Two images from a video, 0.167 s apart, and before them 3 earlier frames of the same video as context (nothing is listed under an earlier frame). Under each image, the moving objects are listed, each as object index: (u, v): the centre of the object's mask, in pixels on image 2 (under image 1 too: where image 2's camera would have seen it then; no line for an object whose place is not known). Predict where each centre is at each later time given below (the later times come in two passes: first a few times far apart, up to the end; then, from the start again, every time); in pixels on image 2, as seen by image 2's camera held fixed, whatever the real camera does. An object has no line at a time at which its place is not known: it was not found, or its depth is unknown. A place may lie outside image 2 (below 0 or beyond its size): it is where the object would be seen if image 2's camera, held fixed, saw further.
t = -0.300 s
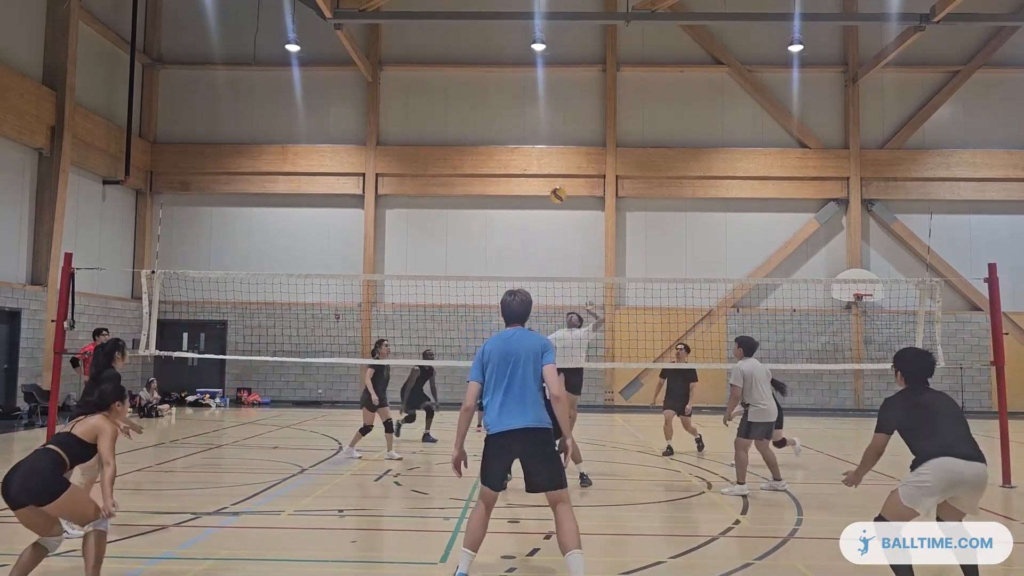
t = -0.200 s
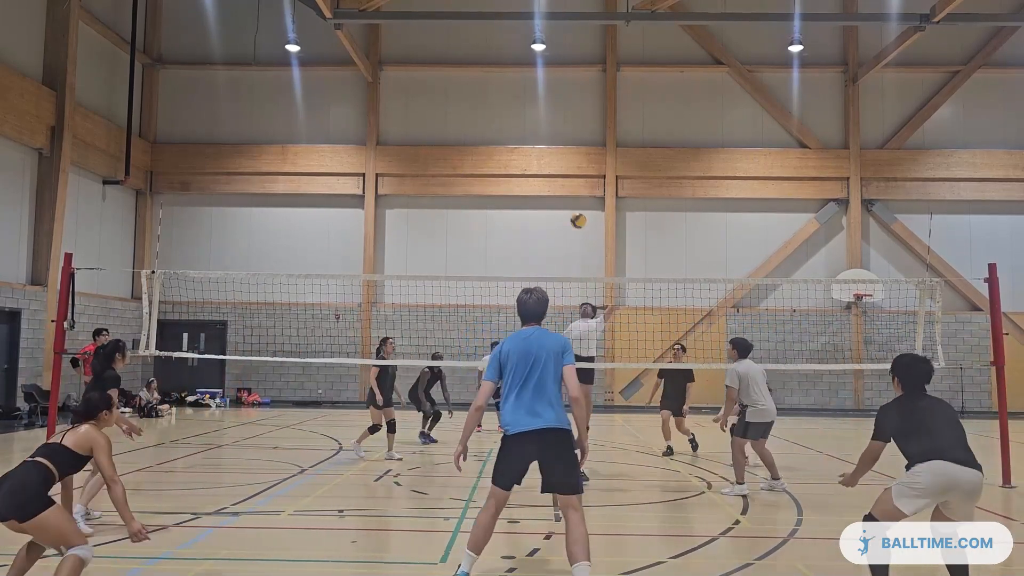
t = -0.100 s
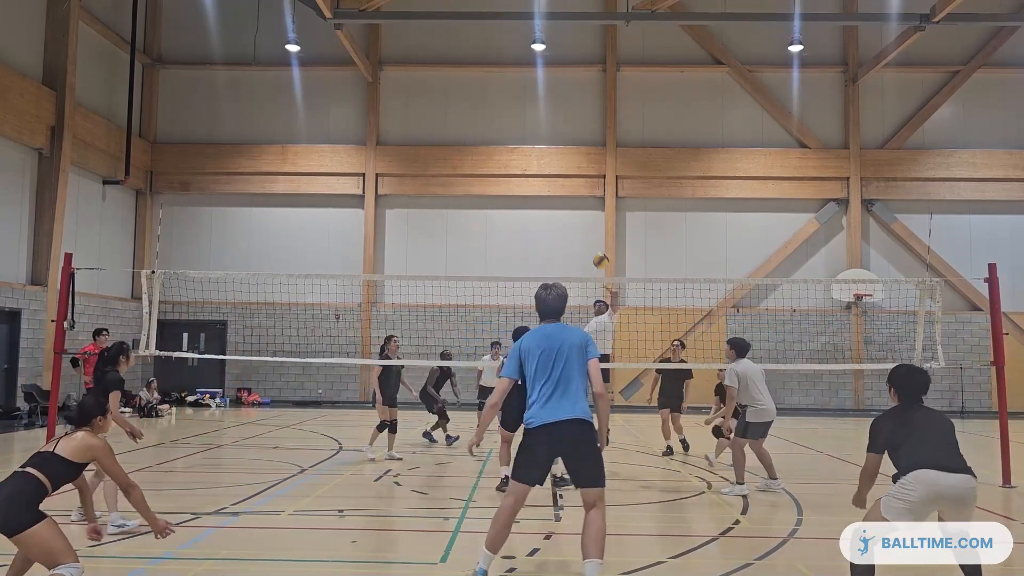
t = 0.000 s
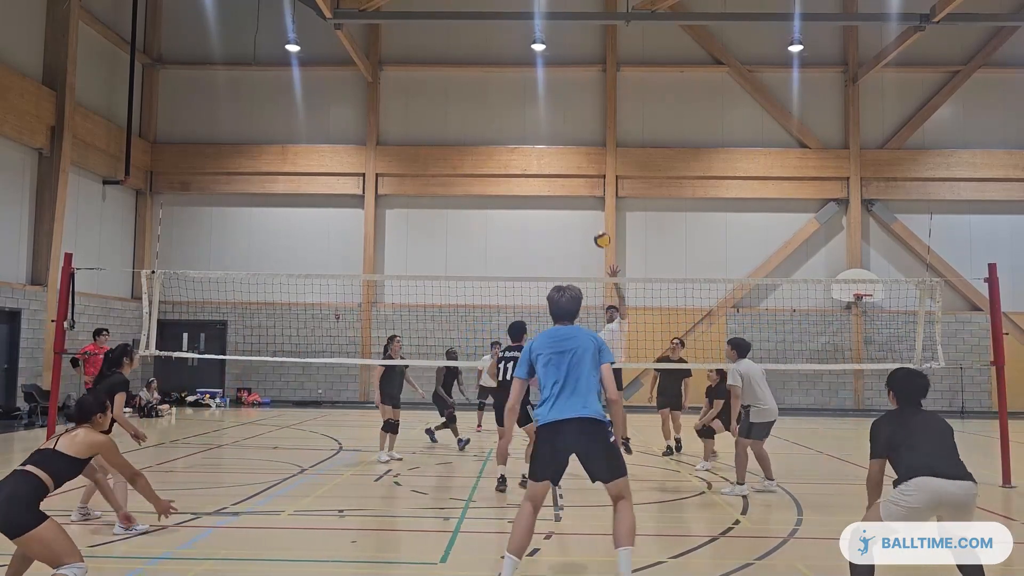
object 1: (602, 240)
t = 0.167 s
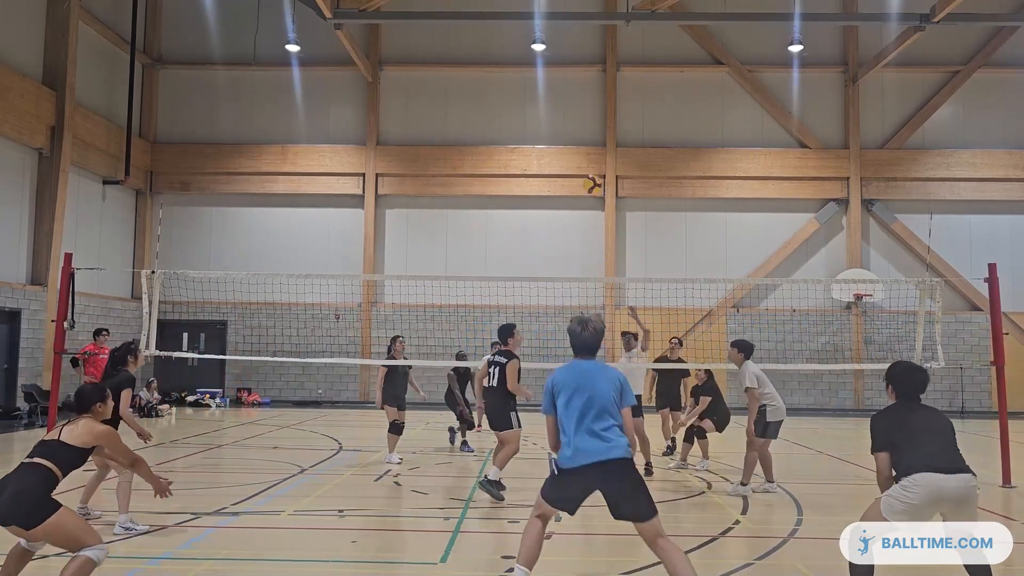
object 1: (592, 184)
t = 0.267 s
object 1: (585, 158)
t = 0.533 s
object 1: (559, 125)
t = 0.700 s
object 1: (536, 146)
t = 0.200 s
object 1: (590, 175)
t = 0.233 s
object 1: (588, 167)
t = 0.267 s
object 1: (585, 158)
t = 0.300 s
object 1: (582, 150)
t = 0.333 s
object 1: (580, 144)
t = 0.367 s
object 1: (577, 138)
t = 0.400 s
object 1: (574, 134)
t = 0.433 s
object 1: (570, 130)
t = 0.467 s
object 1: (567, 127)
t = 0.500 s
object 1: (564, 125)
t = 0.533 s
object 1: (559, 125)
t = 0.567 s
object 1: (556, 126)
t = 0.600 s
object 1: (552, 128)
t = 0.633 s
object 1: (547, 132)
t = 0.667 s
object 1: (542, 138)
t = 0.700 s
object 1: (536, 146)
